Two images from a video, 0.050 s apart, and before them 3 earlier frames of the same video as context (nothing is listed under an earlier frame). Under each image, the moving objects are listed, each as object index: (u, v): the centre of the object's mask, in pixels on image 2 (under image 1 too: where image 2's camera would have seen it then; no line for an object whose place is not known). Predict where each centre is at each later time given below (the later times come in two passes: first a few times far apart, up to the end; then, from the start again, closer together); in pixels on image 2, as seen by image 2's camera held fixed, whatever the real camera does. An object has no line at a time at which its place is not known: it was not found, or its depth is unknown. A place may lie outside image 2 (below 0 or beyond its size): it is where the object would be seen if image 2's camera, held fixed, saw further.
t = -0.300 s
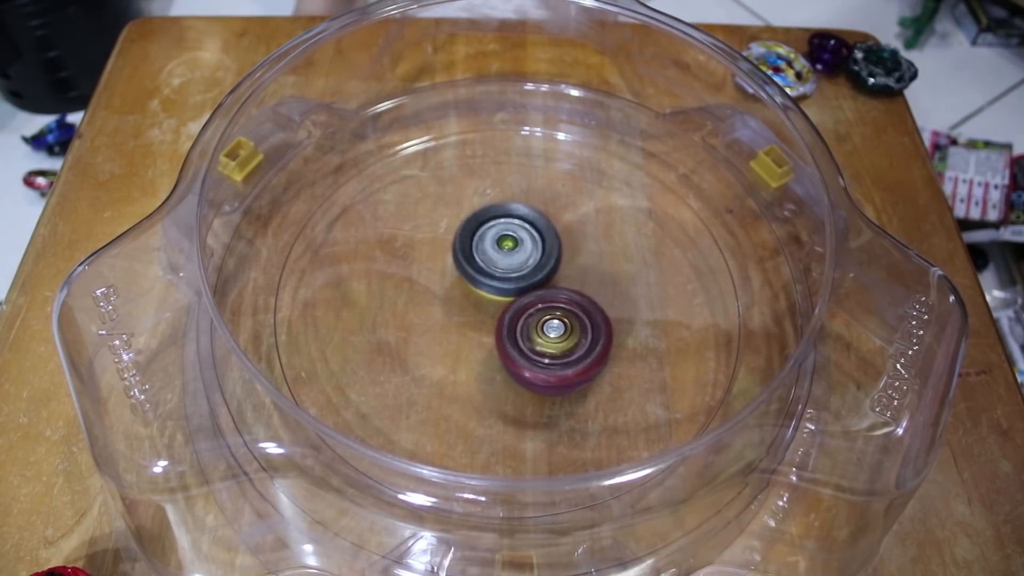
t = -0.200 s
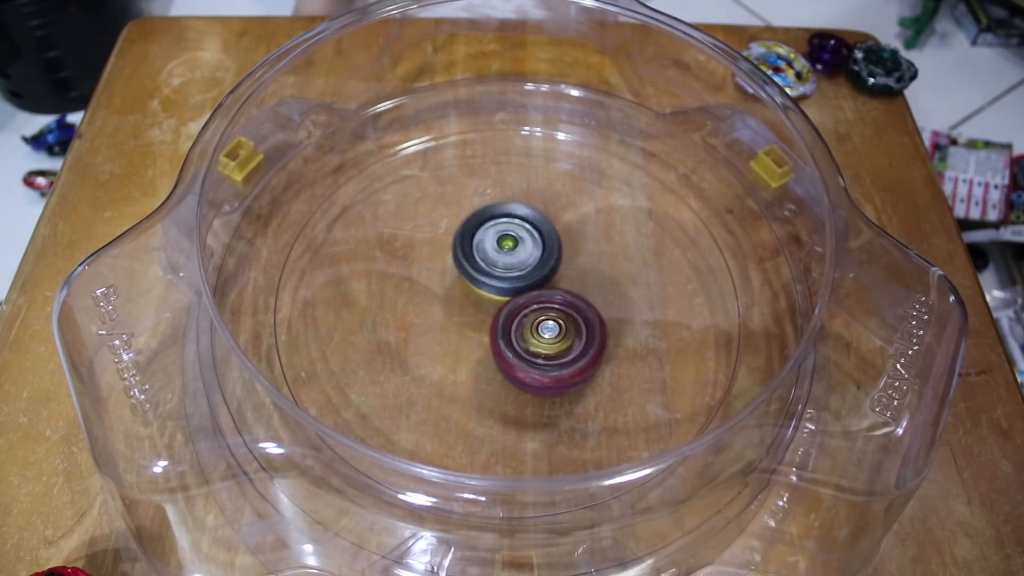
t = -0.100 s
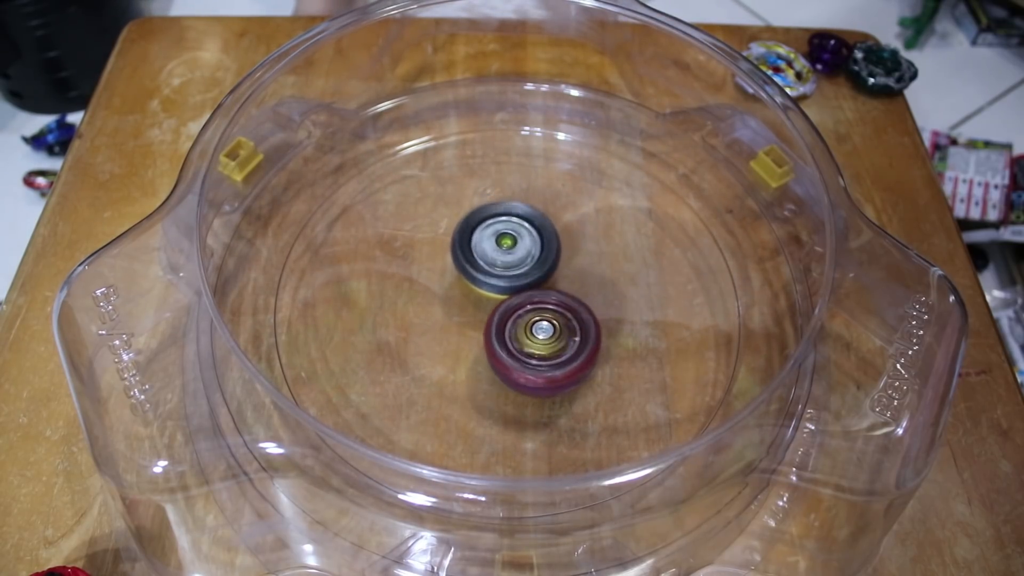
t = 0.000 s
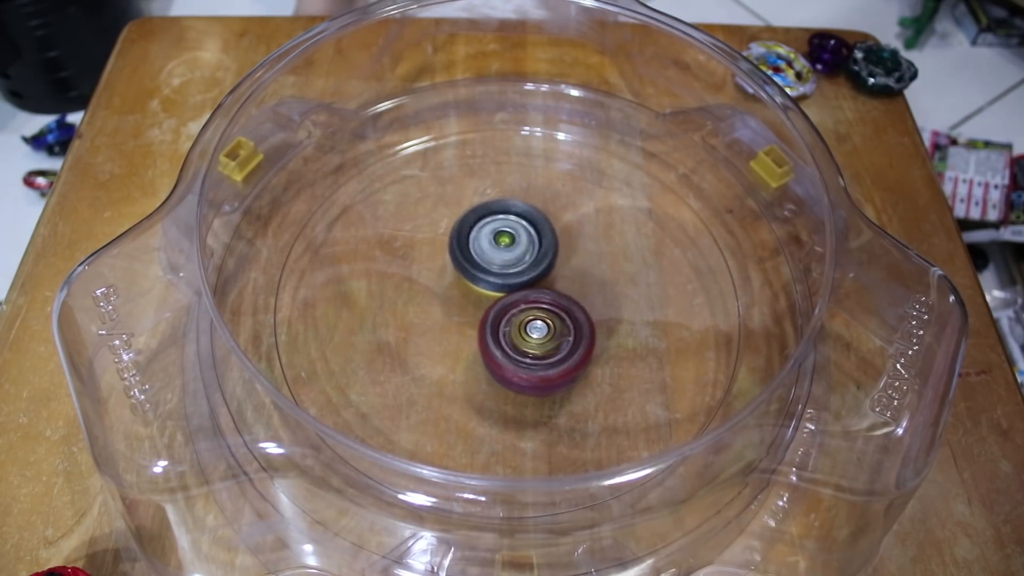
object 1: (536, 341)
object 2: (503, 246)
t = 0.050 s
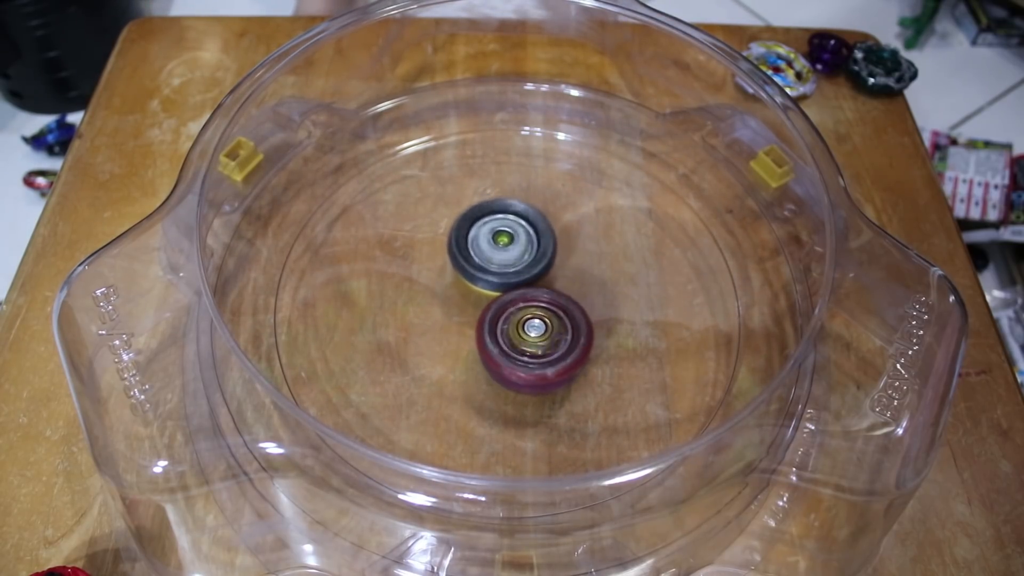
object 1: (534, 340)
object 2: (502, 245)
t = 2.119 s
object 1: (537, 353)
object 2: (483, 235)
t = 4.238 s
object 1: (551, 333)
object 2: (491, 243)
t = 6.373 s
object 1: (528, 343)
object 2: (521, 245)
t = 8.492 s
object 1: (531, 338)
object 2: (508, 241)
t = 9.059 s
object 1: (524, 354)
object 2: (505, 248)
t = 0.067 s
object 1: (534, 339)
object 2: (501, 245)
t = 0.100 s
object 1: (533, 339)
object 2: (500, 245)
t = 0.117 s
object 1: (533, 339)
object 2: (500, 245)
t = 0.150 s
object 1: (533, 339)
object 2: (499, 245)
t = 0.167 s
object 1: (533, 339)
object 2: (499, 245)
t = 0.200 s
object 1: (534, 338)
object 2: (498, 245)
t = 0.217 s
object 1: (534, 338)
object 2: (498, 244)
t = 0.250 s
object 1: (534, 338)
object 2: (498, 244)
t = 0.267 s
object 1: (534, 338)
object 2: (497, 244)
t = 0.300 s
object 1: (535, 338)
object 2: (497, 244)
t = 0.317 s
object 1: (535, 338)
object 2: (497, 244)
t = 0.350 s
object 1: (535, 337)
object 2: (496, 244)
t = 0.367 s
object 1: (535, 337)
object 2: (496, 244)
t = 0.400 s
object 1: (535, 337)
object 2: (496, 244)
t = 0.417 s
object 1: (535, 336)
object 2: (496, 244)
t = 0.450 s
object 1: (536, 337)
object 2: (496, 243)
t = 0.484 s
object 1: (537, 337)
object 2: (495, 242)
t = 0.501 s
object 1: (537, 337)
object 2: (495, 242)
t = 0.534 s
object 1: (538, 337)
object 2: (495, 242)
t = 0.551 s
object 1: (538, 336)
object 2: (495, 242)
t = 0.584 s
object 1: (538, 335)
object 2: (495, 243)
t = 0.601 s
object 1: (539, 335)
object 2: (495, 243)
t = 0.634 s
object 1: (540, 335)
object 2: (495, 243)
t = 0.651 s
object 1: (540, 335)
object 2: (495, 243)
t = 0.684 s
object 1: (541, 335)
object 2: (495, 243)
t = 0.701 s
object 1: (543, 337)
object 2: (495, 242)
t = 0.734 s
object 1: (545, 338)
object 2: (493, 240)
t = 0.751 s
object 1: (547, 339)
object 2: (493, 240)
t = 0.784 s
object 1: (548, 339)
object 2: (492, 240)
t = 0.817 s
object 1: (550, 339)
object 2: (492, 240)
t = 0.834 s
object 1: (550, 340)
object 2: (492, 240)
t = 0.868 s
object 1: (552, 339)
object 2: (492, 242)
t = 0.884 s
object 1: (552, 339)
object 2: (492, 243)
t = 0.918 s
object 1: (553, 338)
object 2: (493, 245)
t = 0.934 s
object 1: (553, 338)
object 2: (494, 246)
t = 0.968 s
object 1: (553, 337)
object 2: (496, 248)
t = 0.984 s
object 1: (553, 336)
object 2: (497, 249)
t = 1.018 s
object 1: (555, 337)
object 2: (499, 250)
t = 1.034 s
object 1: (556, 338)
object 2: (499, 250)
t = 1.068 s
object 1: (557, 338)
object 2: (501, 251)
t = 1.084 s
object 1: (558, 338)
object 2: (502, 251)
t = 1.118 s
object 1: (558, 339)
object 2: (504, 251)
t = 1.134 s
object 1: (559, 339)
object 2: (505, 251)
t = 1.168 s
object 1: (559, 339)
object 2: (506, 250)
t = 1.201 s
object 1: (559, 340)
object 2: (507, 249)
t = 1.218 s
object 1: (559, 340)
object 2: (508, 249)
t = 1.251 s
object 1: (559, 340)
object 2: (508, 248)
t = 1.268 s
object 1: (559, 340)
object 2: (509, 248)
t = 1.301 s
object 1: (558, 339)
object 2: (510, 248)
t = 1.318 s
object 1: (557, 339)
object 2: (510, 248)
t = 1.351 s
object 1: (556, 339)
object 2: (511, 248)
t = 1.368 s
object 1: (556, 339)
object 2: (511, 247)
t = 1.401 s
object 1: (556, 339)
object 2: (512, 247)
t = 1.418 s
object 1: (556, 339)
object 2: (512, 247)
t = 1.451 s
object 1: (554, 338)
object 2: (512, 247)
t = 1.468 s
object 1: (554, 339)
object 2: (512, 246)
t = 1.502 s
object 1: (553, 342)
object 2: (511, 244)
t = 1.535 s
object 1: (552, 342)
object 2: (510, 243)
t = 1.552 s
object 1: (551, 342)
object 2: (509, 243)
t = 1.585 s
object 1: (549, 342)
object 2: (508, 243)
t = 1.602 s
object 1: (549, 341)
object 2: (508, 243)
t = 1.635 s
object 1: (546, 340)
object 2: (507, 244)
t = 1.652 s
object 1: (545, 339)
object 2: (507, 245)
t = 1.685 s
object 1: (544, 339)
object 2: (507, 246)
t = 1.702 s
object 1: (544, 339)
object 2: (506, 245)
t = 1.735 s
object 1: (544, 339)
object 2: (505, 245)
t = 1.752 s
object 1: (544, 340)
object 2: (504, 244)
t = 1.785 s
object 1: (543, 340)
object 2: (503, 243)
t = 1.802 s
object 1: (543, 340)
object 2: (503, 243)
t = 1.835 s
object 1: (541, 340)
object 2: (502, 244)
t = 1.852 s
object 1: (540, 339)
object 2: (502, 245)
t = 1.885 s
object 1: (539, 339)
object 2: (501, 246)
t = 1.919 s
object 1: (542, 346)
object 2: (497, 241)
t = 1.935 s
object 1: (543, 348)
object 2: (496, 239)
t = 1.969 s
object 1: (542, 351)
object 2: (493, 237)
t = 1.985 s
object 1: (542, 352)
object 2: (492, 236)
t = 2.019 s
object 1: (541, 353)
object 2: (489, 235)
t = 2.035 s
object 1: (540, 353)
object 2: (487, 234)
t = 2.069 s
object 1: (539, 353)
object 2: (485, 234)
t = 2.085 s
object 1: (538, 353)
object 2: (484, 235)
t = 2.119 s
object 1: (537, 353)
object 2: (483, 235)
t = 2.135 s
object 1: (536, 352)
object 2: (482, 236)
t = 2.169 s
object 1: (534, 351)
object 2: (481, 239)
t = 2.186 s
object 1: (534, 350)
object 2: (481, 239)
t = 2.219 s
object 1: (532, 348)
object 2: (482, 242)
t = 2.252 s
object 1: (530, 346)
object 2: (484, 246)
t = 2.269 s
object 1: (530, 344)
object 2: (484, 247)
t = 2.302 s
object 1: (529, 342)
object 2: (487, 250)
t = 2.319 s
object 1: (530, 343)
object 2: (487, 250)
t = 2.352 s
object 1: (532, 344)
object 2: (488, 250)
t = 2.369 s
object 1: (532, 344)
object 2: (489, 251)
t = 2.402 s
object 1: (533, 344)
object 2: (491, 251)
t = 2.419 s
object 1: (533, 344)
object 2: (492, 251)
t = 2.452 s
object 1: (535, 347)
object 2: (494, 250)
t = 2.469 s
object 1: (537, 348)
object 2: (495, 249)
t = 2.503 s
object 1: (538, 348)
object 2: (496, 248)
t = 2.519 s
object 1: (539, 347)
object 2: (497, 248)
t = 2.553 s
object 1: (539, 346)
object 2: (498, 248)
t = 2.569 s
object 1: (539, 345)
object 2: (499, 247)
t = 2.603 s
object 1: (540, 342)
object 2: (501, 247)
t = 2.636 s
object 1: (540, 341)
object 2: (502, 247)
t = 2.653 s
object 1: (543, 345)
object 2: (503, 244)
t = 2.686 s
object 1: (547, 352)
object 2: (502, 235)
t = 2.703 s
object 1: (548, 354)
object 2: (502, 232)
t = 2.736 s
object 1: (550, 357)
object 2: (500, 228)
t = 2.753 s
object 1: (550, 358)
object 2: (500, 227)
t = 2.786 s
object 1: (551, 360)
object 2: (498, 225)
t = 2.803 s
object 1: (552, 360)
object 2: (497, 223)
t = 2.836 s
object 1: (553, 361)
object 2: (496, 222)
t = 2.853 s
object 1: (553, 361)
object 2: (495, 221)
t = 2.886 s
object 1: (553, 361)
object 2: (494, 220)
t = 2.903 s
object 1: (553, 361)
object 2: (493, 221)
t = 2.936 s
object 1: (552, 360)
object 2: (492, 222)
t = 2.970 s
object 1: (551, 358)
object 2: (492, 223)
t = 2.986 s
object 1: (551, 357)
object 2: (492, 224)
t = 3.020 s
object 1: (550, 355)
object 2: (492, 227)
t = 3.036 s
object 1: (549, 354)
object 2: (492, 229)
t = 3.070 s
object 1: (548, 350)
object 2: (493, 232)
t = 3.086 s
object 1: (547, 348)
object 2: (494, 235)
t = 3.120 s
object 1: (545, 343)
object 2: (496, 240)
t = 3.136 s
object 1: (545, 341)
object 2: (498, 242)
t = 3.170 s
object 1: (544, 337)
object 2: (500, 246)
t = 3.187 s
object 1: (545, 337)
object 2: (501, 245)
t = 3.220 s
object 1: (548, 338)
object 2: (501, 245)
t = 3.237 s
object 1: (548, 338)
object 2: (501, 245)
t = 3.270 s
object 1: (549, 338)
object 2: (502, 247)
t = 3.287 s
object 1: (550, 341)
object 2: (502, 245)
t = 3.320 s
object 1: (553, 343)
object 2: (502, 244)
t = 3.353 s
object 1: (553, 343)
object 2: (502, 245)
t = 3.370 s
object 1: (553, 343)
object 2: (503, 246)
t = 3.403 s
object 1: (552, 342)
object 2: (503, 247)
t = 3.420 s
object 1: (551, 341)
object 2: (504, 248)
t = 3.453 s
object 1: (550, 341)
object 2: (505, 250)
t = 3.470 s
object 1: (552, 342)
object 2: (505, 249)
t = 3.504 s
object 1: (554, 346)
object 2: (504, 246)
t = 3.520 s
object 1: (555, 347)
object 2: (503, 245)
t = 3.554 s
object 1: (555, 348)
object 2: (503, 245)
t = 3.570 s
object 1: (555, 347)
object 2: (503, 246)
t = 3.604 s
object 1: (554, 345)
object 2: (502, 246)
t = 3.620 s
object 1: (553, 344)
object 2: (502, 246)
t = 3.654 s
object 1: (550, 342)
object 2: (502, 247)
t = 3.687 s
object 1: (548, 339)
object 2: (503, 248)
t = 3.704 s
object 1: (548, 341)
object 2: (502, 247)
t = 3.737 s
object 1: (550, 345)
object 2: (500, 242)
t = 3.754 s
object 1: (550, 346)
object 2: (499, 241)
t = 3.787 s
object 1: (551, 346)
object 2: (497, 239)
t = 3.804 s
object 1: (550, 346)
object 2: (496, 239)
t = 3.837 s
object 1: (550, 345)
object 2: (494, 238)
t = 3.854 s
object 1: (550, 345)
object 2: (493, 238)
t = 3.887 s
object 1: (549, 343)
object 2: (492, 238)
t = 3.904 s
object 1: (548, 342)
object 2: (491, 239)
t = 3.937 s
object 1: (546, 340)
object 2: (490, 240)
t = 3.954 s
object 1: (546, 339)
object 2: (491, 241)
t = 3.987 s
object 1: (545, 336)
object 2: (491, 243)
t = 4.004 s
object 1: (544, 335)
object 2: (491, 245)
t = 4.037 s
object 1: (545, 333)
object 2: (491, 246)
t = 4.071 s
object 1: (546, 333)
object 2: (491, 246)
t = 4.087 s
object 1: (546, 333)
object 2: (491, 246)
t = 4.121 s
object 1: (548, 335)
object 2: (491, 246)
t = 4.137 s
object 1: (549, 335)
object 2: (491, 245)
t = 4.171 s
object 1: (549, 334)
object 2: (491, 245)
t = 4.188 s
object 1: (549, 333)
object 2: (492, 245)
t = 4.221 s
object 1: (549, 332)
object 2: (492, 245)
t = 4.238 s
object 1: (551, 333)
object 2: (491, 243)
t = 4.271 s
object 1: (553, 335)
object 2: (490, 240)
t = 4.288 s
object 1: (553, 335)
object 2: (490, 238)
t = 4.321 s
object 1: (554, 335)
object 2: (490, 238)
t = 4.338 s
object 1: (555, 335)
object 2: (491, 239)
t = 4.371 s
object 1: (555, 335)
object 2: (492, 240)
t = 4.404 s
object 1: (555, 335)
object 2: (493, 242)
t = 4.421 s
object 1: (555, 335)
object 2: (493, 243)
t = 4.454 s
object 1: (555, 334)
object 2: (495, 246)
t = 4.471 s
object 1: (555, 334)
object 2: (497, 247)
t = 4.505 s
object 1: (556, 334)
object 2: (498, 248)
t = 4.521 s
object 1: (557, 336)
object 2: (498, 247)
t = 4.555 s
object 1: (558, 338)
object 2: (499, 246)
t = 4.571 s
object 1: (558, 338)
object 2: (500, 246)
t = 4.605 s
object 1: (558, 339)
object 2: (502, 246)
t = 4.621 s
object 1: (558, 339)
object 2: (502, 245)
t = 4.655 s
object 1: (557, 339)
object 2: (504, 246)
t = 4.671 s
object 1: (556, 339)
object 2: (505, 247)
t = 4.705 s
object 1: (555, 338)
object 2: (507, 248)
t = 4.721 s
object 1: (555, 338)
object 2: (508, 248)
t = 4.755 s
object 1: (555, 339)
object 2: (509, 247)
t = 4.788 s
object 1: (555, 340)
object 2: (511, 247)
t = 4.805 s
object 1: (554, 340)
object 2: (511, 247)
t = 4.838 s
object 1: (553, 339)
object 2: (512, 247)
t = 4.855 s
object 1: (552, 339)
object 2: (513, 247)
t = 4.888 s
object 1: (551, 340)
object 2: (514, 246)
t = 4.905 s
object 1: (550, 340)
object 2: (515, 246)
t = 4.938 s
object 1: (549, 340)
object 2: (516, 246)
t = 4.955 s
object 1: (548, 340)
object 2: (516, 245)
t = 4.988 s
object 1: (547, 341)
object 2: (517, 244)
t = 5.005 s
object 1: (546, 341)
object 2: (517, 244)
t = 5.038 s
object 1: (543, 340)
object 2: (517, 243)
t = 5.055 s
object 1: (542, 339)
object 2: (518, 243)
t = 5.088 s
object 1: (541, 339)
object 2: (518, 243)
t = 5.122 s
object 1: (540, 340)
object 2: (518, 243)
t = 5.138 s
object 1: (539, 339)
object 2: (518, 243)
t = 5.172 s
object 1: (537, 339)
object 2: (518, 243)
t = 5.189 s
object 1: (536, 339)
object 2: (517, 243)
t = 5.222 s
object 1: (535, 339)
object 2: (517, 243)
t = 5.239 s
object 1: (533, 339)
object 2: (517, 242)
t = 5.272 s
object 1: (532, 339)
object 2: (516, 243)
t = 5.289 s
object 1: (532, 340)
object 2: (516, 243)
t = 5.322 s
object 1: (530, 340)
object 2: (515, 243)
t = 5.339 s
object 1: (530, 341)
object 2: (515, 243)
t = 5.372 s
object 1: (529, 342)
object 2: (514, 244)
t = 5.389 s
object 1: (528, 342)
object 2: (514, 245)
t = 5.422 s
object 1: (527, 344)
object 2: (513, 246)
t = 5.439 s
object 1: (527, 344)
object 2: (512, 246)
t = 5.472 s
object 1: (525, 345)
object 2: (511, 246)
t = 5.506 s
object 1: (524, 345)
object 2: (511, 248)
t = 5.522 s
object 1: (524, 346)
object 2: (511, 248)
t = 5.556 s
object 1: (524, 347)
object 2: (510, 249)
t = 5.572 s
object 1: (524, 347)
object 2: (510, 250)
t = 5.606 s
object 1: (524, 351)
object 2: (510, 251)
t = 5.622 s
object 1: (524, 351)
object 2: (509, 251)
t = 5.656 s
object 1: (523, 352)
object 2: (509, 252)
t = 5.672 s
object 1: (523, 352)
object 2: (510, 253)
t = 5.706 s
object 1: (523, 354)
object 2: (510, 254)
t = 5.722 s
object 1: (523, 354)
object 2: (510, 255)
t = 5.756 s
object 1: (523, 354)
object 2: (511, 256)
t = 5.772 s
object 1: (523, 354)
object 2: (511, 256)
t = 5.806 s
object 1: (525, 357)
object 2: (512, 256)
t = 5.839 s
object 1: (525, 358)
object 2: (512, 256)
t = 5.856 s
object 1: (525, 359)
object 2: (512, 257)
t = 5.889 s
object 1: (525, 359)
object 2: (513, 257)
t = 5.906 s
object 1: (525, 359)
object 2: (514, 257)
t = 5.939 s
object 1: (526, 358)
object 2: (515, 258)
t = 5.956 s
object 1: (526, 357)
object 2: (515, 258)
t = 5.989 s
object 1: (526, 358)
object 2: (516, 258)
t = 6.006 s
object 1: (527, 357)
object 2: (517, 257)
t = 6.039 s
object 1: (527, 356)
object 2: (518, 257)
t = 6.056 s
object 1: (527, 355)
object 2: (518, 257)
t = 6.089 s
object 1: (528, 354)
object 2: (519, 256)
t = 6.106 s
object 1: (528, 354)
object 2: (520, 255)
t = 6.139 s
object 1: (528, 353)
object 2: (521, 254)
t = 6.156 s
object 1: (528, 352)
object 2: (521, 254)
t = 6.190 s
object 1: (528, 352)
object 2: (522, 252)
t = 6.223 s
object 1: (528, 351)
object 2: (522, 250)
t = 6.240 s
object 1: (528, 351)
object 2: (522, 249)
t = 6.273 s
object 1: (528, 349)
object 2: (522, 248)
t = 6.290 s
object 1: (528, 347)
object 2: (522, 248)
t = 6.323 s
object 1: (528, 345)
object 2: (522, 247)
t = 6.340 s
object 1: (528, 344)
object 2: (522, 246)
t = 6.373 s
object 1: (528, 343)
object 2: (521, 245)
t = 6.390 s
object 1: (528, 342)
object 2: (521, 244)
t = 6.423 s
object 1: (528, 343)
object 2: (521, 241)
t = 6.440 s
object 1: (528, 343)
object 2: (520, 240)
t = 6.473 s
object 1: (527, 342)
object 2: (519, 239)
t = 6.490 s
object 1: (527, 341)
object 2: (518, 238)
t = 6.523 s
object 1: (526, 339)
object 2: (517, 238)
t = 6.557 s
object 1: (525, 337)
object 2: (516, 237)
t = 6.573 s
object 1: (525, 336)
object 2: (516, 237)
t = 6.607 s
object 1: (526, 336)
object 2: (515, 236)
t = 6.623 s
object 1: (526, 336)
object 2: (514, 236)
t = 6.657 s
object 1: (527, 336)
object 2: (512, 235)
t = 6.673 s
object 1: (527, 336)
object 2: (512, 235)
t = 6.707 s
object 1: (527, 335)
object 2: (511, 235)
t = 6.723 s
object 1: (527, 334)
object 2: (510, 236)
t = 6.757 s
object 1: (526, 334)
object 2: (509, 235)
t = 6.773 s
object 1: (529, 339)
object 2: (506, 231)
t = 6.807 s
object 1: (532, 347)
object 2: (503, 225)
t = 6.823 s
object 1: (533, 350)
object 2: (501, 223)
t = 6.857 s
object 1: (534, 352)
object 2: (497, 221)
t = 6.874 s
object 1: (534, 353)
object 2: (496, 220)
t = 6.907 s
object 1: (534, 354)
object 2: (492, 219)
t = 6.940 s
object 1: (535, 355)
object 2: (489, 219)
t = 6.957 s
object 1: (535, 355)
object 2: (487, 219)
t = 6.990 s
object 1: (535, 354)
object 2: (485, 220)
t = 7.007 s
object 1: (535, 354)
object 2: (484, 221)
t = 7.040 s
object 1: (535, 353)
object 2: (482, 224)
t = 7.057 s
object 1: (535, 352)
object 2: (481, 225)
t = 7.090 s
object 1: (535, 350)
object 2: (480, 229)
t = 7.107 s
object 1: (535, 349)
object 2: (480, 231)
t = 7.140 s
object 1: (535, 347)
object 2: (480, 235)
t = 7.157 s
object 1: (535, 345)
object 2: (480, 238)
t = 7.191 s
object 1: (535, 342)
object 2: (482, 243)
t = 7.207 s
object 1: (535, 340)
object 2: (483, 246)
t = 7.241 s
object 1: (536, 338)
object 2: (485, 250)
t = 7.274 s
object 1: (540, 341)
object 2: (486, 249)
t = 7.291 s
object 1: (540, 341)
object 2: (487, 250)
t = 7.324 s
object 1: (541, 341)
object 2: (489, 252)
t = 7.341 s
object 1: (543, 342)
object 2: (489, 251)
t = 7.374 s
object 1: (547, 347)
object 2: (488, 248)
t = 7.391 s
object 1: (549, 347)
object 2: (489, 248)
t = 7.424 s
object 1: (551, 348)
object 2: (491, 248)
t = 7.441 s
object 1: (551, 348)
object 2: (491, 249)
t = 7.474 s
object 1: (551, 346)
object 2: (493, 250)
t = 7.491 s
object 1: (551, 345)
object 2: (493, 250)
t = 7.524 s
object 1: (549, 343)
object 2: (495, 252)
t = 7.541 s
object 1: (549, 342)
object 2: (496, 252)
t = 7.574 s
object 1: (549, 342)
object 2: (497, 252)
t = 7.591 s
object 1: (550, 342)
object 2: (498, 253)
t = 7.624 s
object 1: (551, 341)
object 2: (501, 252)
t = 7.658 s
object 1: (552, 341)
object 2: (503, 251)
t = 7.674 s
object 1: (552, 340)
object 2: (504, 250)
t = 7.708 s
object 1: (552, 340)
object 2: (506, 249)
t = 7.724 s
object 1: (552, 340)
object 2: (507, 249)
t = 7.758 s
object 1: (552, 339)
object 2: (509, 248)
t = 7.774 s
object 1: (553, 339)
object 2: (510, 247)
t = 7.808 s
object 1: (553, 338)
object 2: (511, 246)
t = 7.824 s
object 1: (553, 338)
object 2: (512, 245)
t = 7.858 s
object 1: (552, 337)
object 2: (513, 245)
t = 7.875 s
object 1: (552, 337)
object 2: (514, 244)
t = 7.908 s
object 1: (551, 336)
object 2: (515, 243)
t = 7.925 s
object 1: (552, 337)
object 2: (515, 243)
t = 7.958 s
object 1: (552, 336)
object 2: (516, 241)
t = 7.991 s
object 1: (551, 336)
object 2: (516, 239)
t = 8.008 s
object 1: (550, 335)
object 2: (516, 240)
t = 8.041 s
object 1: (549, 334)
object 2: (517, 239)
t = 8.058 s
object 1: (548, 334)
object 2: (516, 239)
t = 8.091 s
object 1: (547, 333)
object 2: (517, 239)
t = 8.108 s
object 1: (547, 333)
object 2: (517, 239)
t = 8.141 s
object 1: (545, 334)
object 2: (516, 239)
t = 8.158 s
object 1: (545, 334)
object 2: (516, 239)
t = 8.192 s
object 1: (543, 333)
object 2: (516, 239)
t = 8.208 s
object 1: (543, 333)
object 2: (516, 239)
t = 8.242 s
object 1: (541, 333)
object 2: (515, 238)
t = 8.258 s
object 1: (541, 333)
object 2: (515, 238)
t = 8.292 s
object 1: (539, 334)
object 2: (514, 239)
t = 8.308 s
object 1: (538, 334)
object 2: (514, 239)
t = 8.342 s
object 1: (537, 335)
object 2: (513, 238)
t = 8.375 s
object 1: (537, 336)
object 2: (512, 238)
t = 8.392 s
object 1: (535, 337)
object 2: (511, 238)
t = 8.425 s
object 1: (534, 338)
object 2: (510, 239)
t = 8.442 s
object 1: (533, 338)
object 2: (509, 239)
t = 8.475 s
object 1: (532, 338)
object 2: (508, 240)
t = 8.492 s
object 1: (531, 338)
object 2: (508, 241)
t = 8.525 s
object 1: (531, 340)
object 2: (507, 242)
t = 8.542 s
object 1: (530, 342)
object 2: (507, 241)
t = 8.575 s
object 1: (529, 343)
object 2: (506, 241)
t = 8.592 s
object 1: (528, 344)
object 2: (506, 241)
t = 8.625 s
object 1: (527, 345)
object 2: (505, 242)
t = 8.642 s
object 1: (526, 345)
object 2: (505, 242)
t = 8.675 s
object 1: (525, 346)
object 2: (504, 244)
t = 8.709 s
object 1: (523, 345)
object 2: (504, 246)
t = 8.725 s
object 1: (523, 345)
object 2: (504, 248)
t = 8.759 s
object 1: (522, 346)
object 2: (504, 249)
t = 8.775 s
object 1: (523, 346)
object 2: (504, 249)
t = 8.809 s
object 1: (523, 347)
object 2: (504, 250)
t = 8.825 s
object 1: (523, 350)
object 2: (504, 249)
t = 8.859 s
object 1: (524, 353)
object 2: (504, 248)
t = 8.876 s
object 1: (524, 354)
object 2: (504, 247)
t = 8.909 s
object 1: (524, 355)
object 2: (504, 247)
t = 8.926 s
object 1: (524, 356)
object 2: (504, 247)
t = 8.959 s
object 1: (524, 356)
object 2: (504, 246)
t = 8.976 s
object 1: (524, 356)
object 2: (504, 247)
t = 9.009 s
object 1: (524, 356)
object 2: (504, 247)
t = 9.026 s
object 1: (524, 355)
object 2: (505, 247)
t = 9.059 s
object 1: (524, 354)
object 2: (505, 248)
